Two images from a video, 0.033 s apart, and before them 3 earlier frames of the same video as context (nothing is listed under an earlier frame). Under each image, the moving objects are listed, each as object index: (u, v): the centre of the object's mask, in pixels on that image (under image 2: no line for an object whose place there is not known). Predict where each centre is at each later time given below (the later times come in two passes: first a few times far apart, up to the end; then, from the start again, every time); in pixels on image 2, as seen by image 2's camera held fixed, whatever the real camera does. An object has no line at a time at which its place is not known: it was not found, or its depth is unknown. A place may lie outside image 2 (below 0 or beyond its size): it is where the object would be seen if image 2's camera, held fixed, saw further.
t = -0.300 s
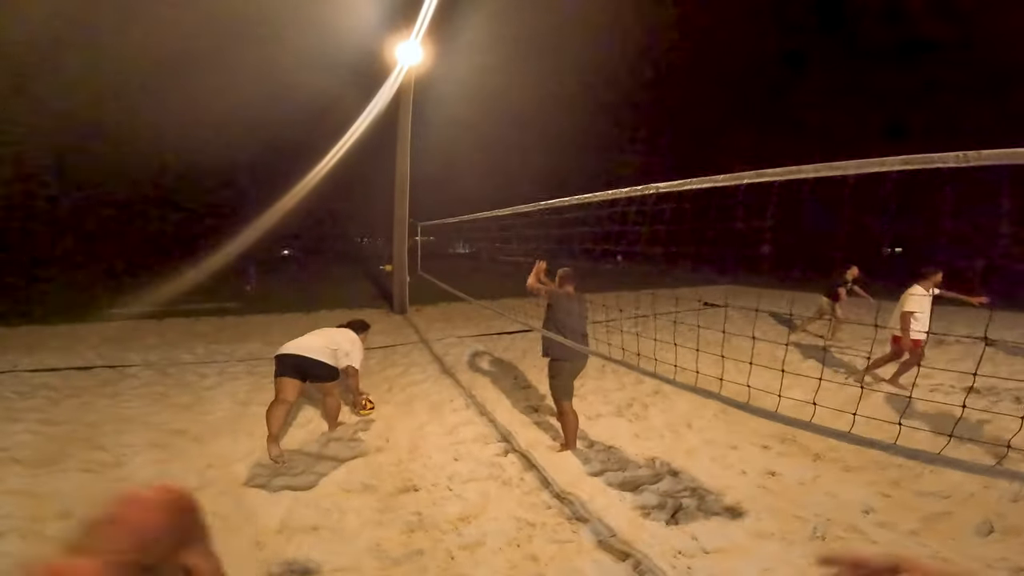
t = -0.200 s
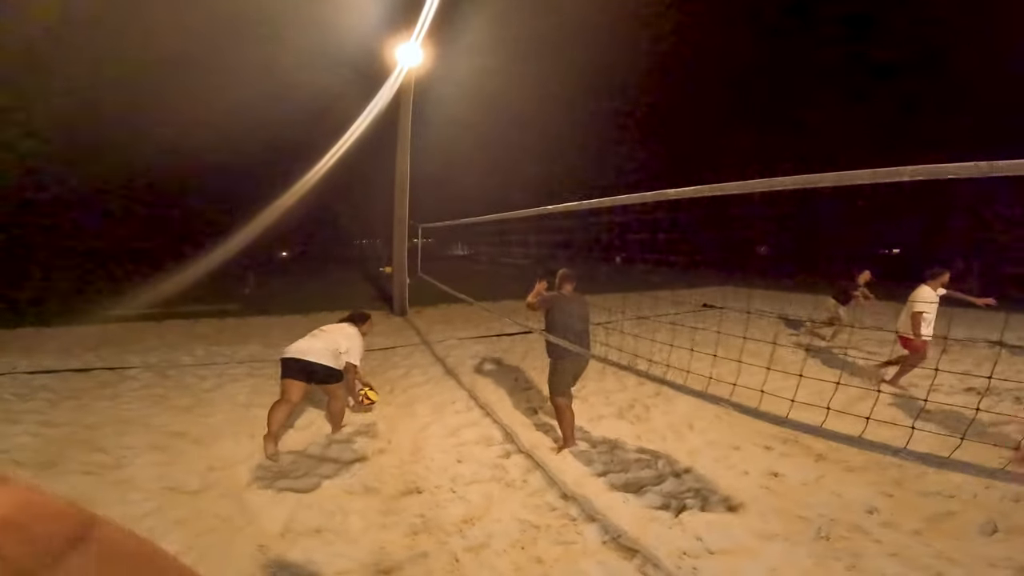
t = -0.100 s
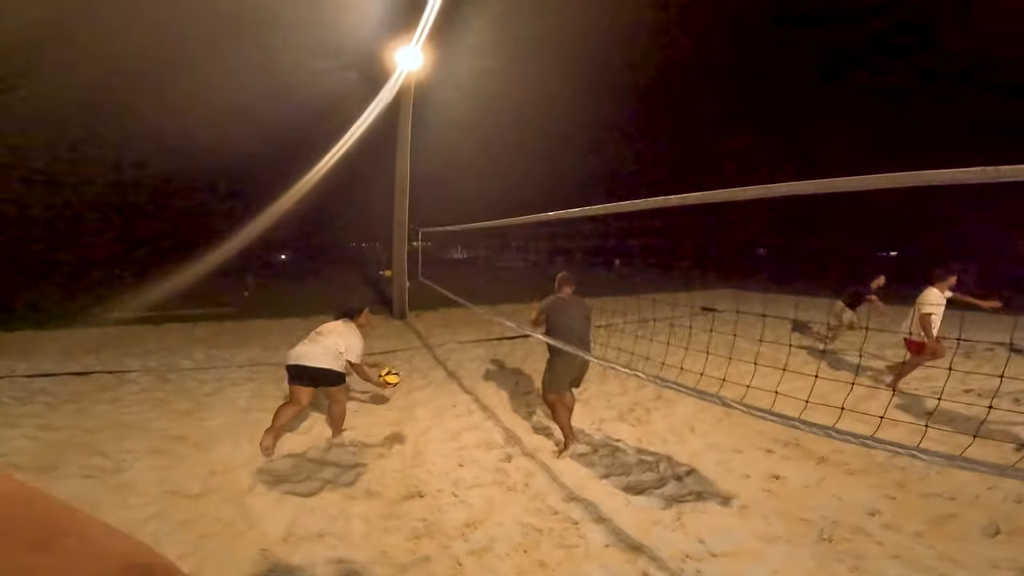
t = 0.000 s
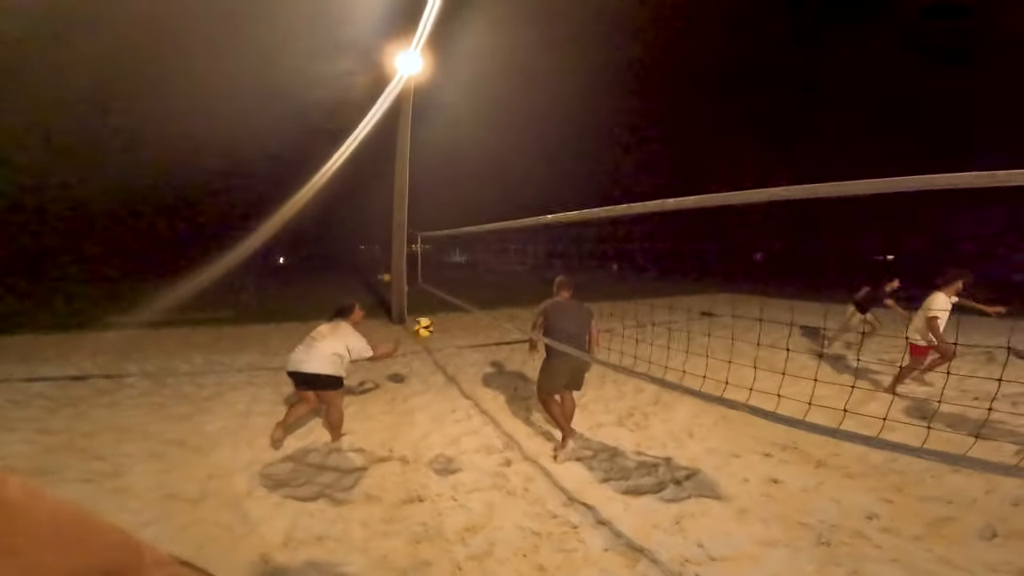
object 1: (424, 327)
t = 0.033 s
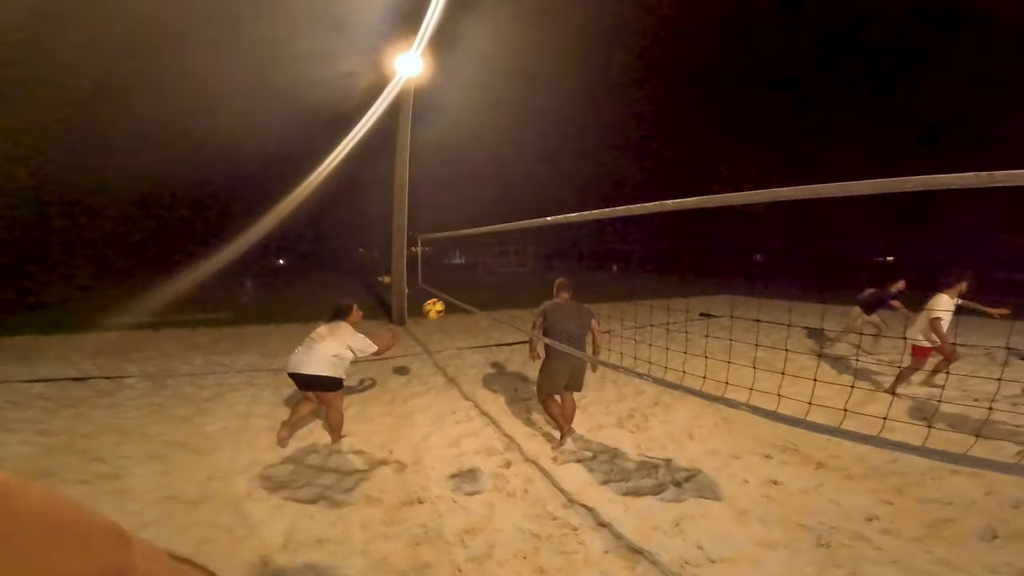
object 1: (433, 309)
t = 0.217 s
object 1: (479, 233)
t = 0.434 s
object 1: (470, 264)
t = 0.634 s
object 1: (459, 324)
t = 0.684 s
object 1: (456, 343)
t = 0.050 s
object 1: (439, 300)
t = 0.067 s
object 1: (445, 291)
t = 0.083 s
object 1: (450, 282)
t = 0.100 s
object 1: (455, 274)
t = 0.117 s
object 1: (460, 265)
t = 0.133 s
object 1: (465, 258)
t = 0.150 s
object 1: (470, 250)
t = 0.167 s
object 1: (474, 242)
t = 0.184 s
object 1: (479, 237)
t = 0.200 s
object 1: (480, 234)
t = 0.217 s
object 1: (479, 233)
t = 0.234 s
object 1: (479, 234)
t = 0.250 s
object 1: (478, 235)
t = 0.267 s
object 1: (478, 236)
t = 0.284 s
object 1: (477, 238)
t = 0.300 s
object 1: (476, 240)
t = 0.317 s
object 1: (475, 242)
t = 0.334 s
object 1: (475, 244)
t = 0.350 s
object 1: (474, 247)
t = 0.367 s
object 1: (473, 250)
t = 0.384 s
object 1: (473, 253)
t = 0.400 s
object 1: (472, 256)
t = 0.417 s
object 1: (471, 260)
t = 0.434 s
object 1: (470, 264)
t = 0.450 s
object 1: (469, 268)
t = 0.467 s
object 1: (468, 272)
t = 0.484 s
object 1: (467, 276)
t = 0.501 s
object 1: (466, 281)
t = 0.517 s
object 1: (466, 285)
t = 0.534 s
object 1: (464, 291)
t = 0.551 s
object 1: (463, 297)
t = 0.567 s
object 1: (462, 301)
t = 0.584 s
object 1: (461, 307)
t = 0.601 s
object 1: (461, 313)
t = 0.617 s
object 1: (460, 319)
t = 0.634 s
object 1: (459, 324)
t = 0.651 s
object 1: (458, 331)
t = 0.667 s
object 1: (457, 337)
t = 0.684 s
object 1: (456, 343)
